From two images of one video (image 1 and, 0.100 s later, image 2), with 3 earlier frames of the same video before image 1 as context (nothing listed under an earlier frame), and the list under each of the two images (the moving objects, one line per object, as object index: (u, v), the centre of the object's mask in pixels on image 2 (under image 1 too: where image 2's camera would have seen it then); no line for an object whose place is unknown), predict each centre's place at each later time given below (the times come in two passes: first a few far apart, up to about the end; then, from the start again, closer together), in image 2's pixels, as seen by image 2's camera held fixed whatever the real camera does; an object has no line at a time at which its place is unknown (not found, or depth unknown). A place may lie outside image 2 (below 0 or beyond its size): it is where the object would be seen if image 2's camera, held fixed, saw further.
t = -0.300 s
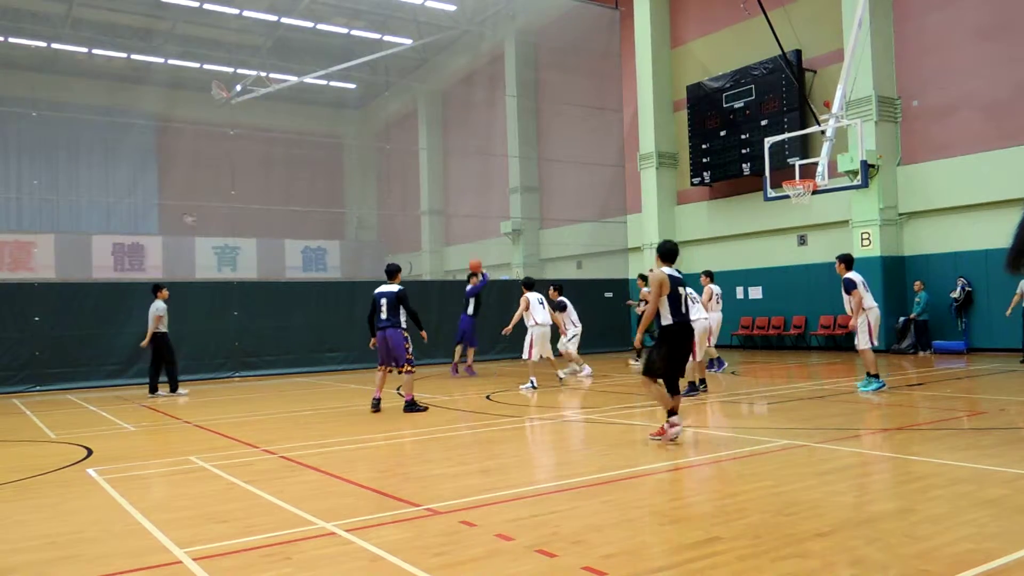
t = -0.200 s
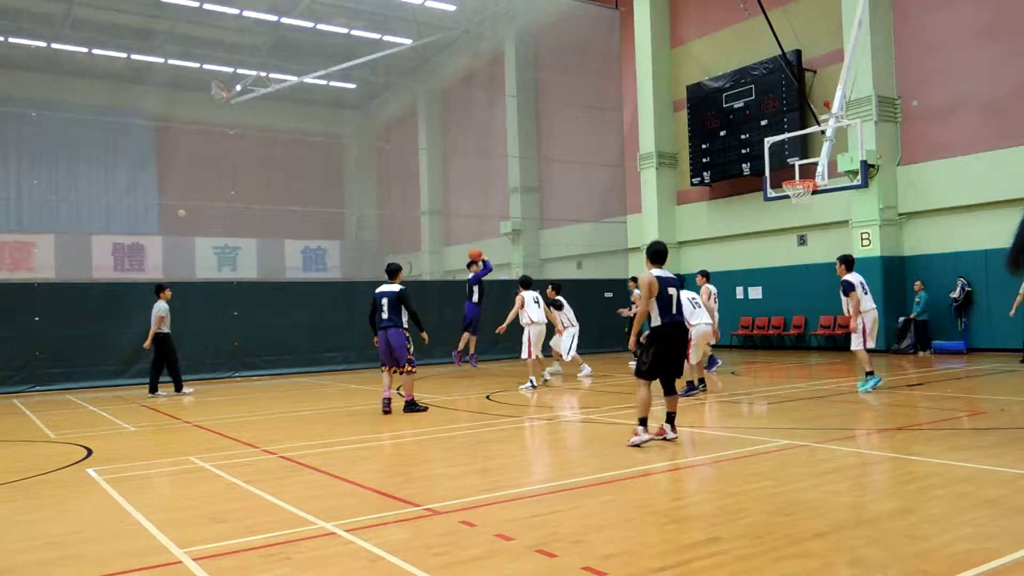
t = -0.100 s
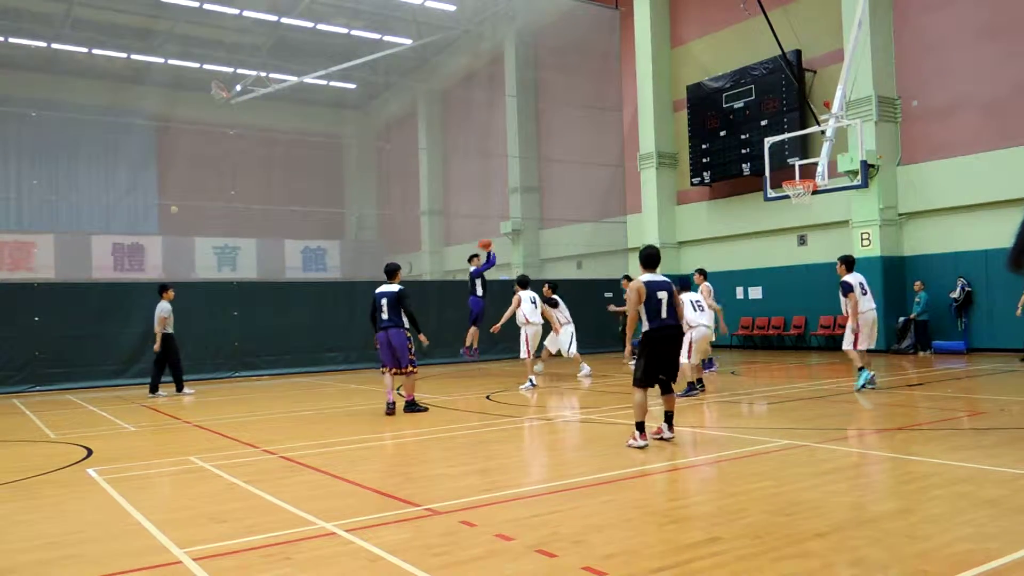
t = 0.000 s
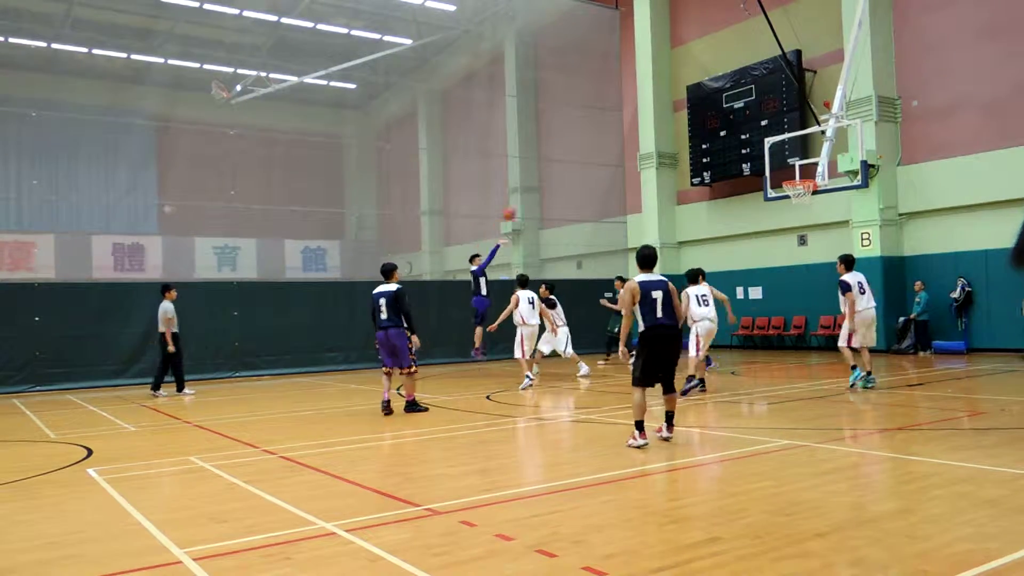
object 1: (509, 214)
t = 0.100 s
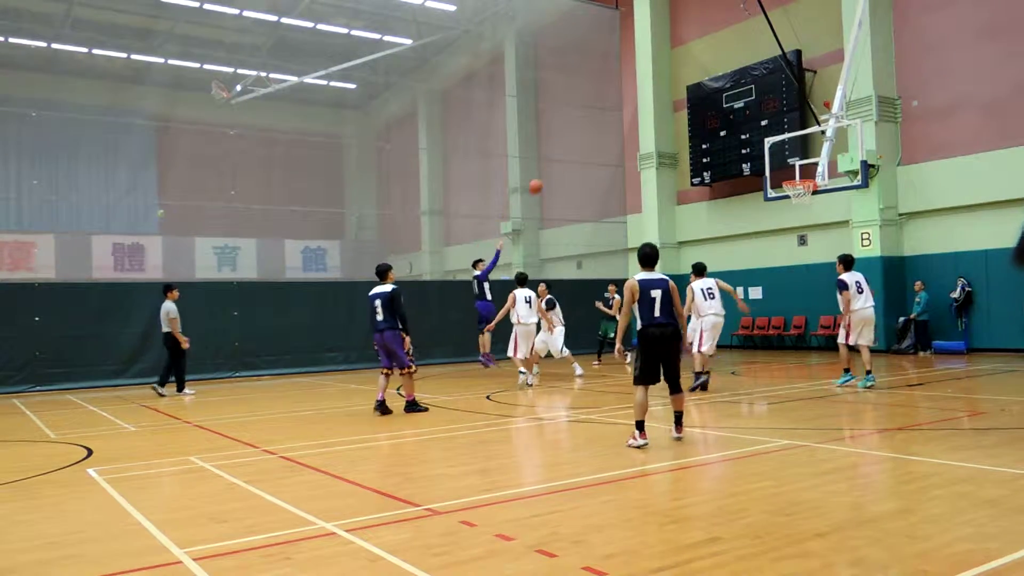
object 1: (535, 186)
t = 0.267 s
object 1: (580, 152)
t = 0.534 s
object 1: (654, 131)
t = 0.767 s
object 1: (723, 143)
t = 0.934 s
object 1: (774, 171)
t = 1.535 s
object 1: (813, 166)
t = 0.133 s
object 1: (544, 178)
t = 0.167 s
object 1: (553, 170)
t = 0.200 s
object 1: (563, 164)
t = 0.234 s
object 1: (572, 158)
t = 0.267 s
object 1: (580, 152)
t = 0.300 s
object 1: (589, 147)
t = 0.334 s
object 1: (598, 143)
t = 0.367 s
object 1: (607, 141)
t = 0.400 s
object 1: (618, 136)
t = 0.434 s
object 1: (626, 134)
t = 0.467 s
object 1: (636, 132)
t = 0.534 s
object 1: (654, 131)
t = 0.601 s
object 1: (673, 130)
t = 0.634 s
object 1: (684, 133)
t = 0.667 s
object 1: (694, 133)
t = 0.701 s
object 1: (703, 136)
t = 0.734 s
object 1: (712, 138)
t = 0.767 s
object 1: (723, 143)
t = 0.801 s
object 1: (733, 147)
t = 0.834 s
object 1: (742, 152)
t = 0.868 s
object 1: (753, 158)
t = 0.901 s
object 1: (762, 164)
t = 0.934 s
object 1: (774, 171)
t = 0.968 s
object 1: (780, 176)
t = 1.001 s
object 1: (782, 171)
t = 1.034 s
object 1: (784, 165)
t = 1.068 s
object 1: (785, 161)
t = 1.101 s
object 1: (787, 157)
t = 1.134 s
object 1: (789, 154)
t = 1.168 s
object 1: (791, 151)
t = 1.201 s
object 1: (792, 150)
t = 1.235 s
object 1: (794, 149)
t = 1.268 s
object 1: (796, 148)
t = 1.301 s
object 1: (798, 148)
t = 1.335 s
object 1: (800, 148)
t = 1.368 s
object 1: (802, 150)
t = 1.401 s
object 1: (803, 151)
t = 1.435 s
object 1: (805, 154)
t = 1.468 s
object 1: (808, 156)
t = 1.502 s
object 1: (811, 160)
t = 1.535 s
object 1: (813, 166)
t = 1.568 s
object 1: (815, 171)
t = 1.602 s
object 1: (818, 175)
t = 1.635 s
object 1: (824, 178)
